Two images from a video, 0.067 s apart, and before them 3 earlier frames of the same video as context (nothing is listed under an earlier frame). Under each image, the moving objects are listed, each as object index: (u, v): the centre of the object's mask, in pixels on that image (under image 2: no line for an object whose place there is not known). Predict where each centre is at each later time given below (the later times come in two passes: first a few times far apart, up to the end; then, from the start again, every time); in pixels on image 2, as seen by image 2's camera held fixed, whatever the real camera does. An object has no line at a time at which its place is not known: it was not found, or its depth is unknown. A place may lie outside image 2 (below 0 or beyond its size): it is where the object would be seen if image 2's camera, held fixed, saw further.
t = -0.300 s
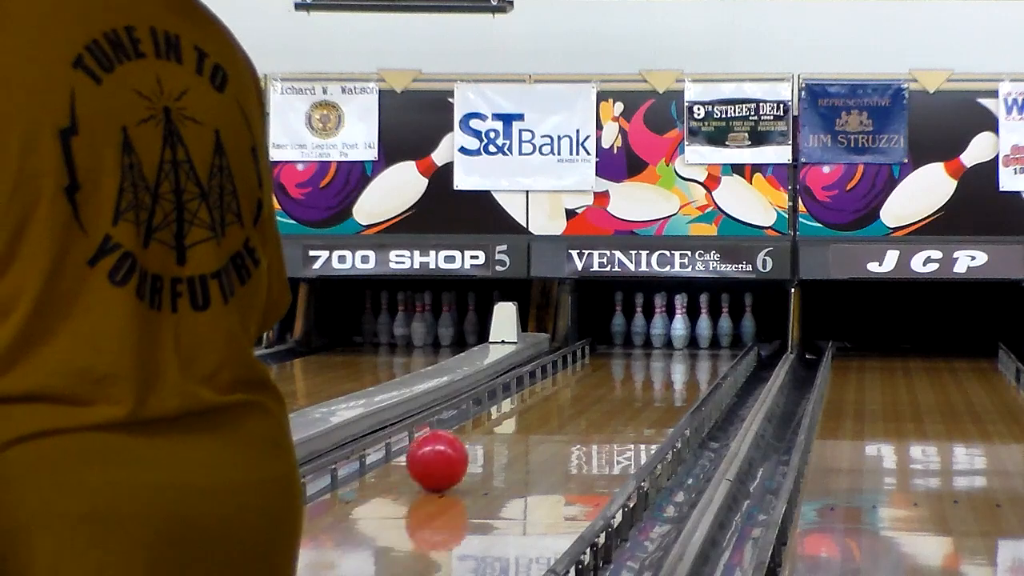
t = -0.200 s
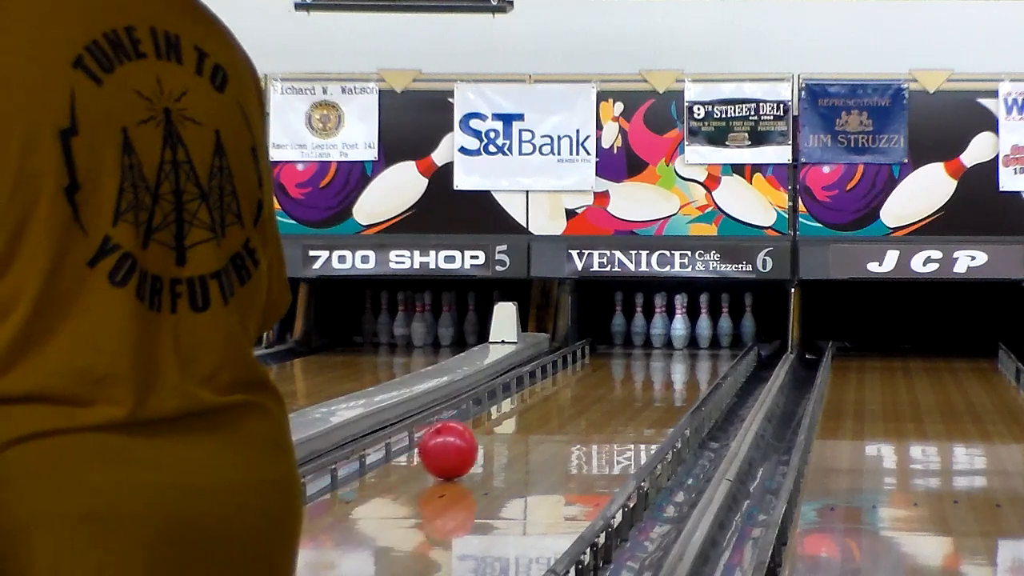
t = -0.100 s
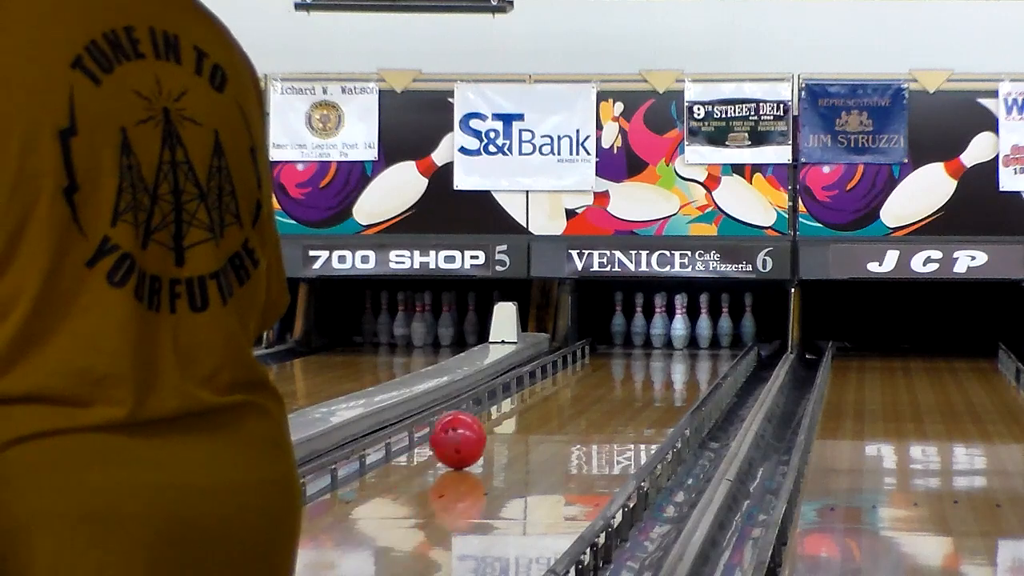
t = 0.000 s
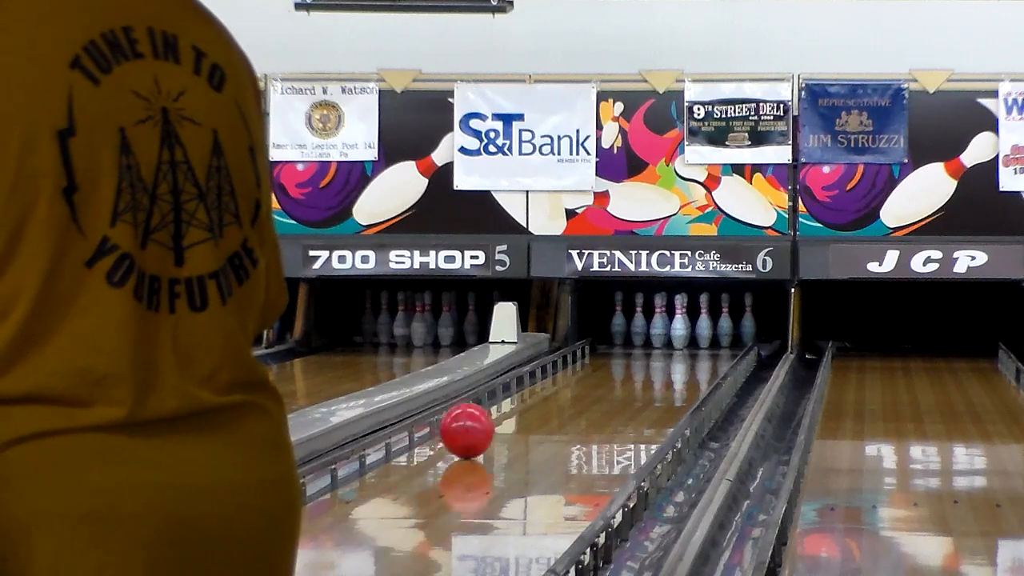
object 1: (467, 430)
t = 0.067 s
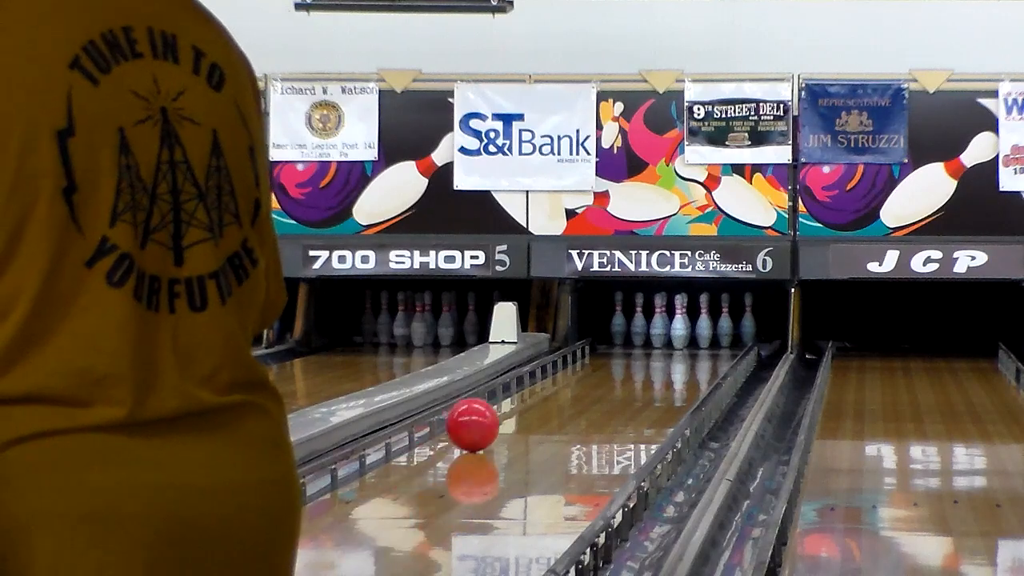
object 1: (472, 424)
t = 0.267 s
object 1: (488, 409)
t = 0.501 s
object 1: (503, 393)
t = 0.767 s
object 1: (525, 379)
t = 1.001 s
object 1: (553, 368)
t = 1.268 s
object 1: (581, 358)
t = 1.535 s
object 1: (603, 350)
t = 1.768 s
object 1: (620, 344)
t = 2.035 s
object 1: (637, 337)
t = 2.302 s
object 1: (643, 332)
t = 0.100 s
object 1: (475, 421)
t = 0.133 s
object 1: (478, 419)
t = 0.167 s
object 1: (480, 416)
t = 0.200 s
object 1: (483, 413)
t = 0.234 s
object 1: (485, 411)
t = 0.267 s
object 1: (488, 409)
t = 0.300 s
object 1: (490, 406)
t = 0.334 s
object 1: (492, 404)
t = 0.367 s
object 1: (495, 402)
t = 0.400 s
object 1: (497, 400)
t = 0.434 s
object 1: (499, 397)
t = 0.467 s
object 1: (501, 395)
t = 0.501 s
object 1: (503, 393)
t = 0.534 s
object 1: (505, 391)
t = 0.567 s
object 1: (507, 389)
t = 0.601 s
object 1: (509, 387)
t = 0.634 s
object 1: (511, 386)
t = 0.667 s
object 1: (513, 384)
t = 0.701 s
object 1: (517, 382)
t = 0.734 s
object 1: (521, 380)
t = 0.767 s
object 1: (525, 379)
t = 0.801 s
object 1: (529, 377)
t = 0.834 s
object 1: (534, 375)
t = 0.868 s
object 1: (538, 374)
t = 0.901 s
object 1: (542, 372)
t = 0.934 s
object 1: (545, 371)
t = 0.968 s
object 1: (549, 369)
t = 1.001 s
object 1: (553, 368)
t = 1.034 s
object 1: (557, 367)
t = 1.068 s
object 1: (560, 365)
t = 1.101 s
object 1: (564, 364)
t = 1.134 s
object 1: (567, 363)
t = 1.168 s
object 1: (571, 362)
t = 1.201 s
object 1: (574, 361)
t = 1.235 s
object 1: (577, 360)
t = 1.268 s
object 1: (581, 358)
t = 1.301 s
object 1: (583, 357)
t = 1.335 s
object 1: (586, 357)
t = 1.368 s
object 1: (589, 355)
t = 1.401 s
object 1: (592, 354)
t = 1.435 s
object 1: (595, 353)
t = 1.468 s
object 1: (597, 353)
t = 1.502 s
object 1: (600, 352)
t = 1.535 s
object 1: (603, 350)
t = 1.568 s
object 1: (606, 349)
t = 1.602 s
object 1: (608, 348)
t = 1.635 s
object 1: (610, 347)
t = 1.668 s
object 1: (613, 347)
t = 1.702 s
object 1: (615, 346)
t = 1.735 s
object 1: (618, 344)
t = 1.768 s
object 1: (620, 344)
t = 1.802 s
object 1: (622, 343)
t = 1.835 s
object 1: (624, 342)
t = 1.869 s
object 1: (627, 341)
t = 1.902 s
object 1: (629, 340)
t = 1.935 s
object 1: (631, 340)
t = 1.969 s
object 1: (633, 338)
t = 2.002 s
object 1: (635, 338)
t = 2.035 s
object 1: (637, 337)
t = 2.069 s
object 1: (639, 336)
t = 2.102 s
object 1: (641, 335)
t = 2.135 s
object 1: (642, 335)
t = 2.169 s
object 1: (644, 334)
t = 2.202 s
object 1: (646, 333)
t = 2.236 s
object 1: (646, 333)
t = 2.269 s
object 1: (645, 333)
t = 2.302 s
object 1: (643, 332)
